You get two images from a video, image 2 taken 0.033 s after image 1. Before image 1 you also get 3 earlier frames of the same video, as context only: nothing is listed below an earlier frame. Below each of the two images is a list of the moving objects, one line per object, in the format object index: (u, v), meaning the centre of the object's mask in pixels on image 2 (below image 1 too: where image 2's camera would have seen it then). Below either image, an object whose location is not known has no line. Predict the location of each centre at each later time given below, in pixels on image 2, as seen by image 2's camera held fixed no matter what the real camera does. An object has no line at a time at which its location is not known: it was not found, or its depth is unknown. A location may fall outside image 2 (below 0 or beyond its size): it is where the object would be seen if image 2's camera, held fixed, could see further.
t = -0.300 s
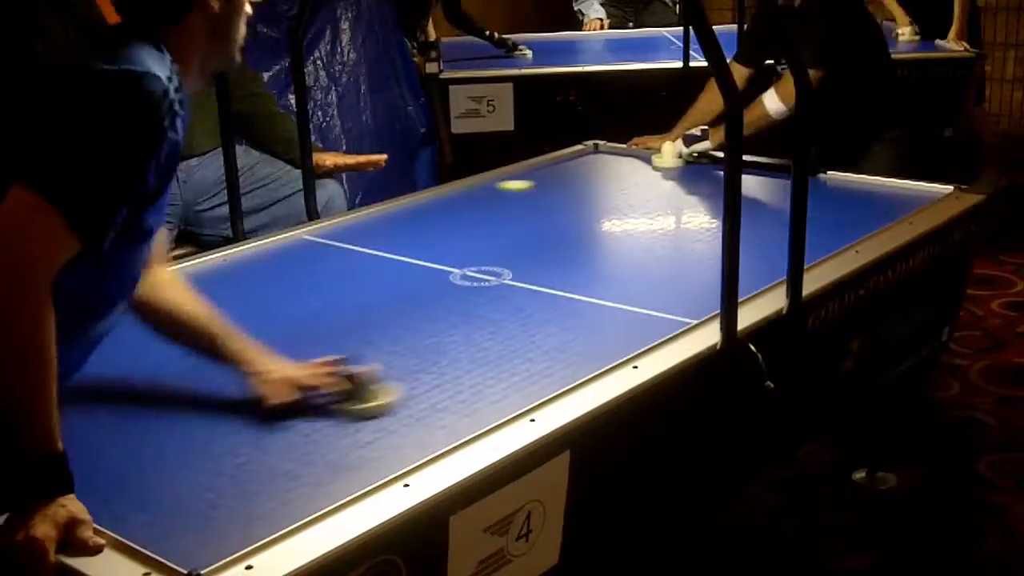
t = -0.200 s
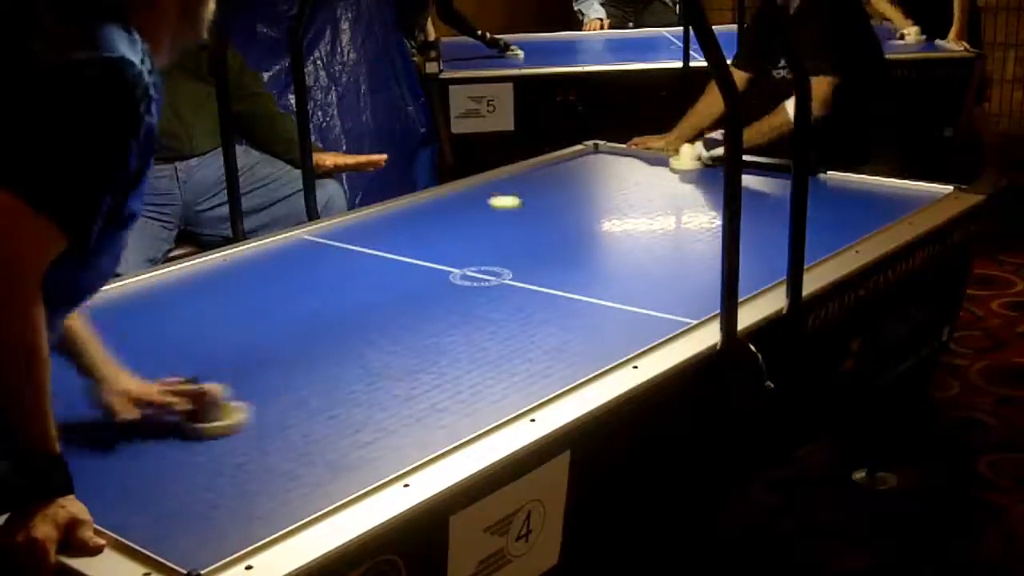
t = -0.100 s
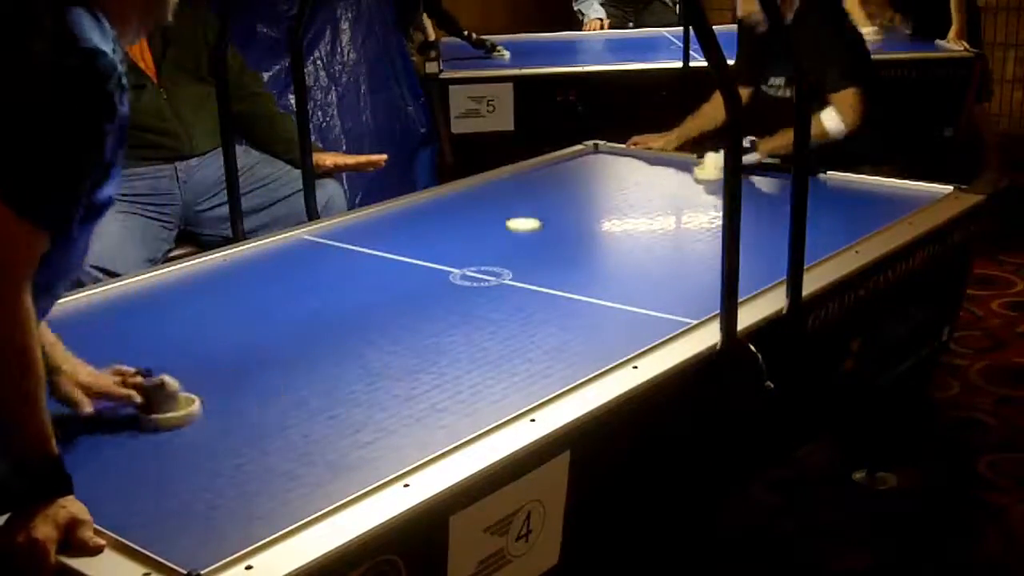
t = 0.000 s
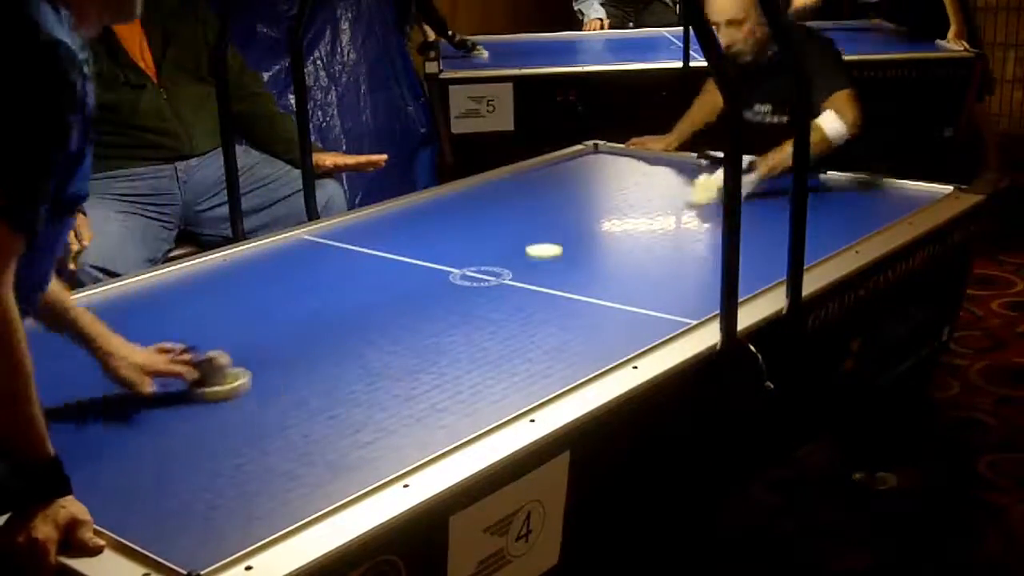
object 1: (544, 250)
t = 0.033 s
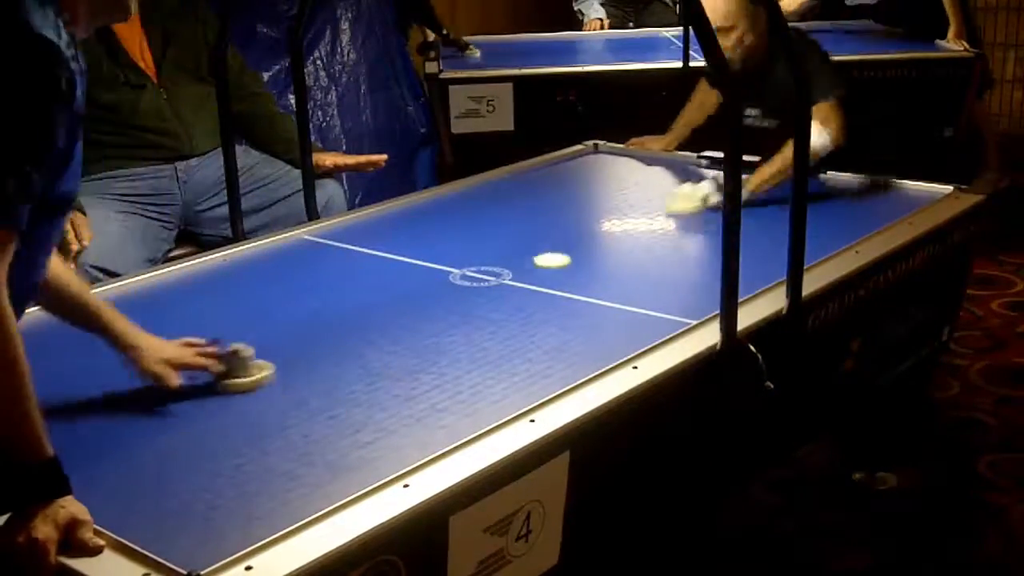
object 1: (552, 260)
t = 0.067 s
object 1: (560, 270)
